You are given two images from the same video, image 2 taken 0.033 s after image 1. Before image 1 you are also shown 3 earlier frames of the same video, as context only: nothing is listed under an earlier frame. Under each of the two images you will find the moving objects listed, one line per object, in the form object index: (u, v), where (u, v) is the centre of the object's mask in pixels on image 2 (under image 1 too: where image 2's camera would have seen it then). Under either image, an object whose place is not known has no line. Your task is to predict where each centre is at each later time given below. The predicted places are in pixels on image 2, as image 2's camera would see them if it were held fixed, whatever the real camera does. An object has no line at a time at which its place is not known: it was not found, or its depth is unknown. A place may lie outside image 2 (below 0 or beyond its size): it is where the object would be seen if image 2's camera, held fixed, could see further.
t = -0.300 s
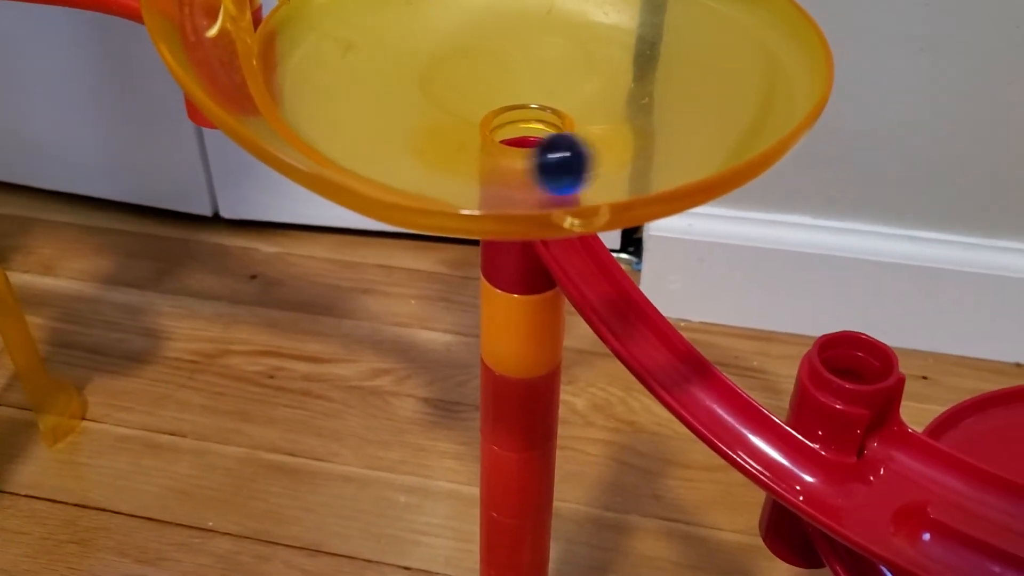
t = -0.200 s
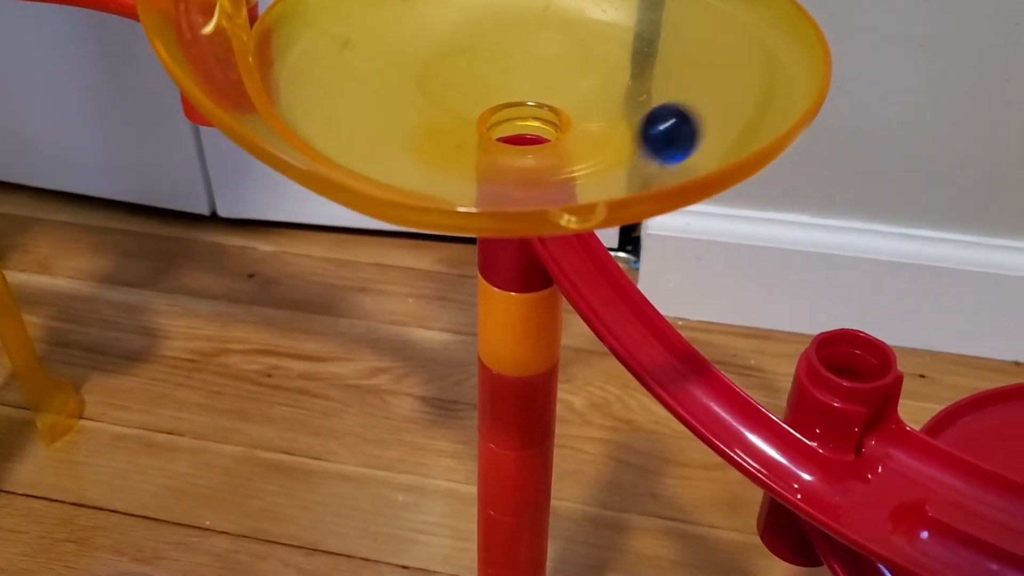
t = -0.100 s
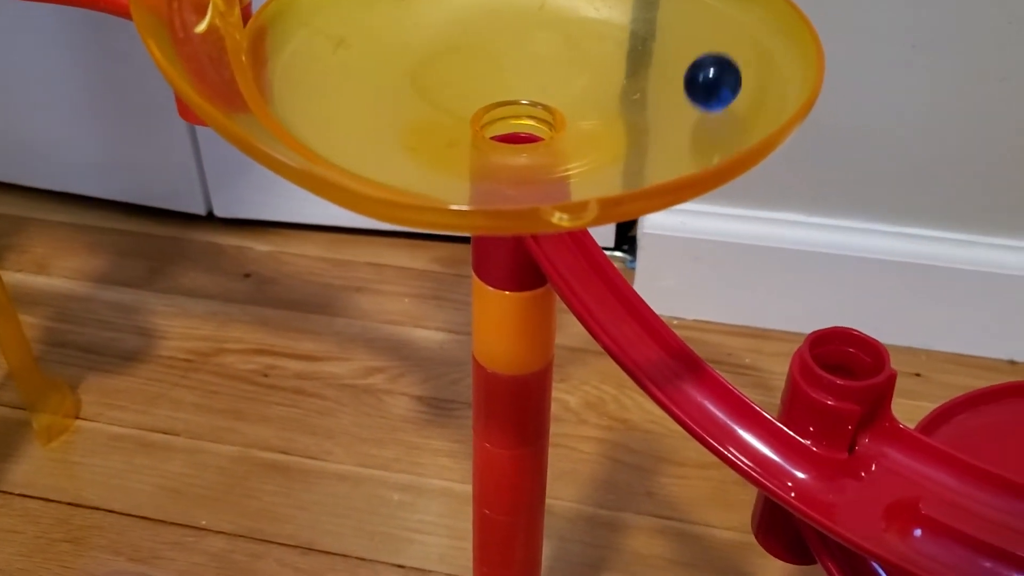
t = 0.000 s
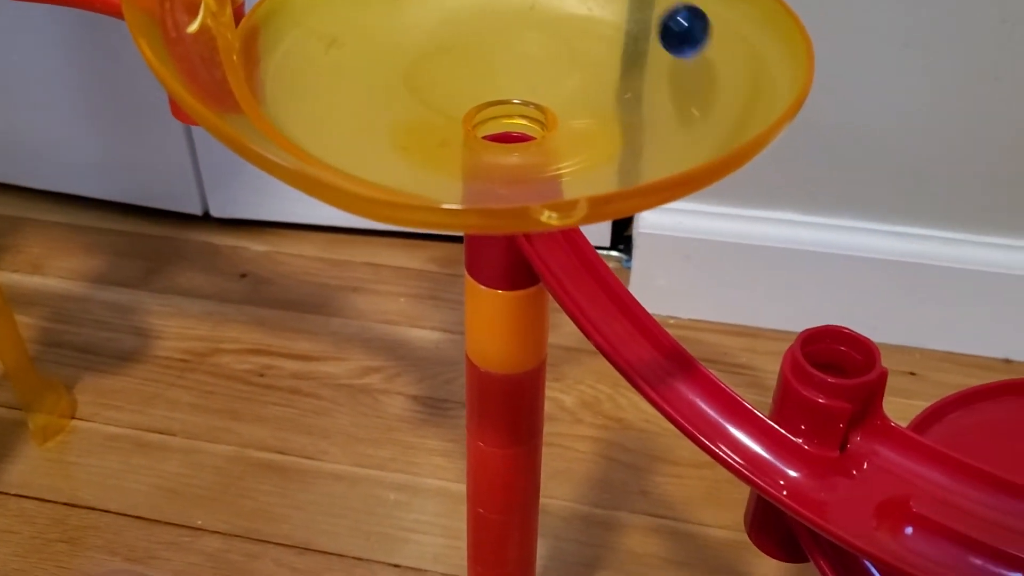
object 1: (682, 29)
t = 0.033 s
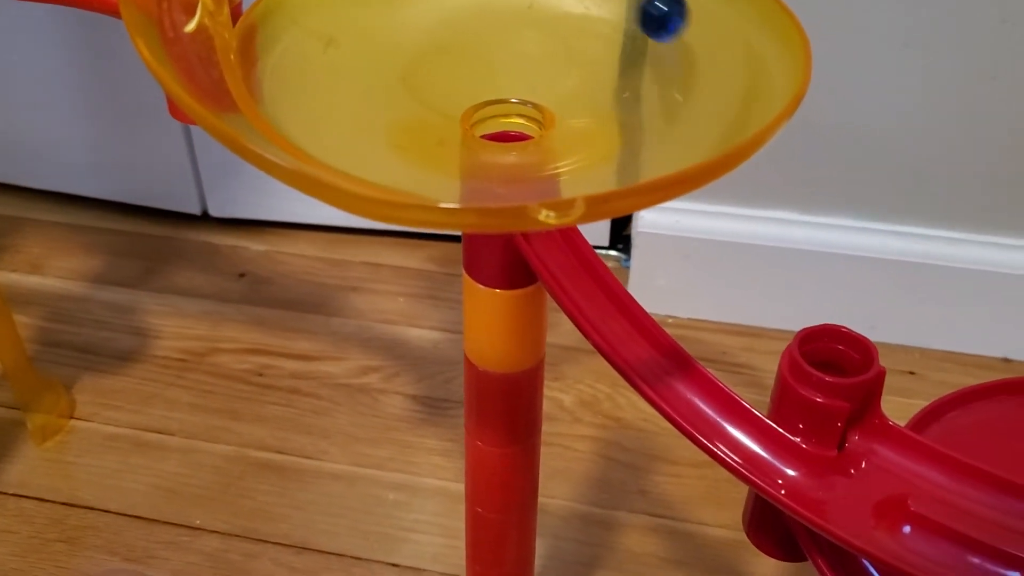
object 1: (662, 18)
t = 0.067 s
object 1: (639, 13)
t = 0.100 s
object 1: (611, 7)
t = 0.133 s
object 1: (581, 4)
